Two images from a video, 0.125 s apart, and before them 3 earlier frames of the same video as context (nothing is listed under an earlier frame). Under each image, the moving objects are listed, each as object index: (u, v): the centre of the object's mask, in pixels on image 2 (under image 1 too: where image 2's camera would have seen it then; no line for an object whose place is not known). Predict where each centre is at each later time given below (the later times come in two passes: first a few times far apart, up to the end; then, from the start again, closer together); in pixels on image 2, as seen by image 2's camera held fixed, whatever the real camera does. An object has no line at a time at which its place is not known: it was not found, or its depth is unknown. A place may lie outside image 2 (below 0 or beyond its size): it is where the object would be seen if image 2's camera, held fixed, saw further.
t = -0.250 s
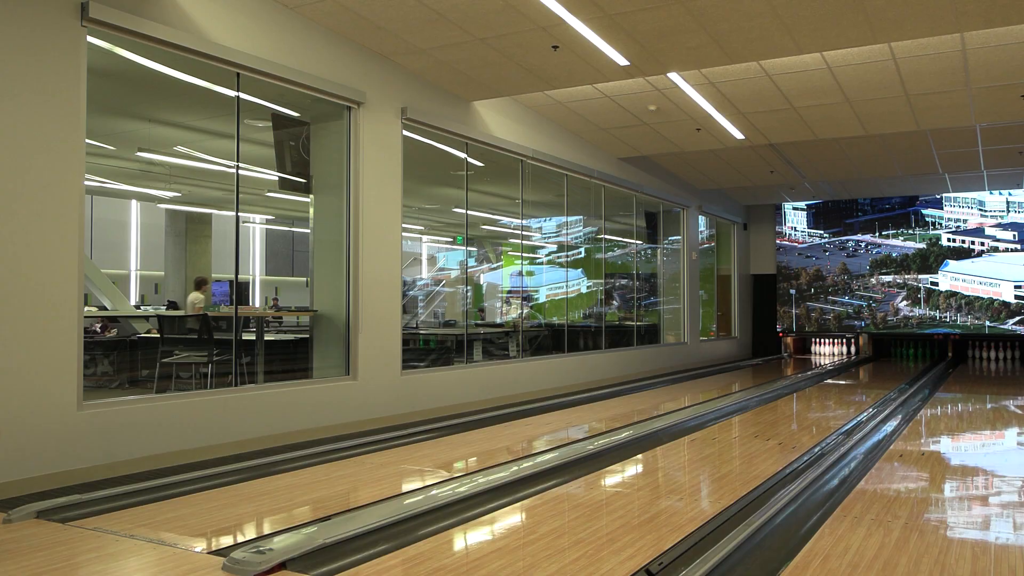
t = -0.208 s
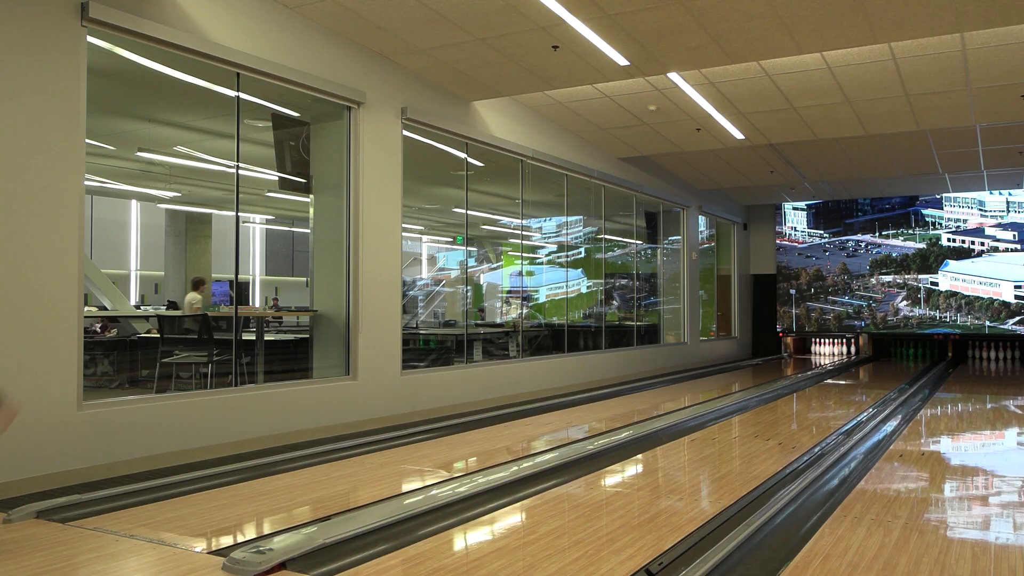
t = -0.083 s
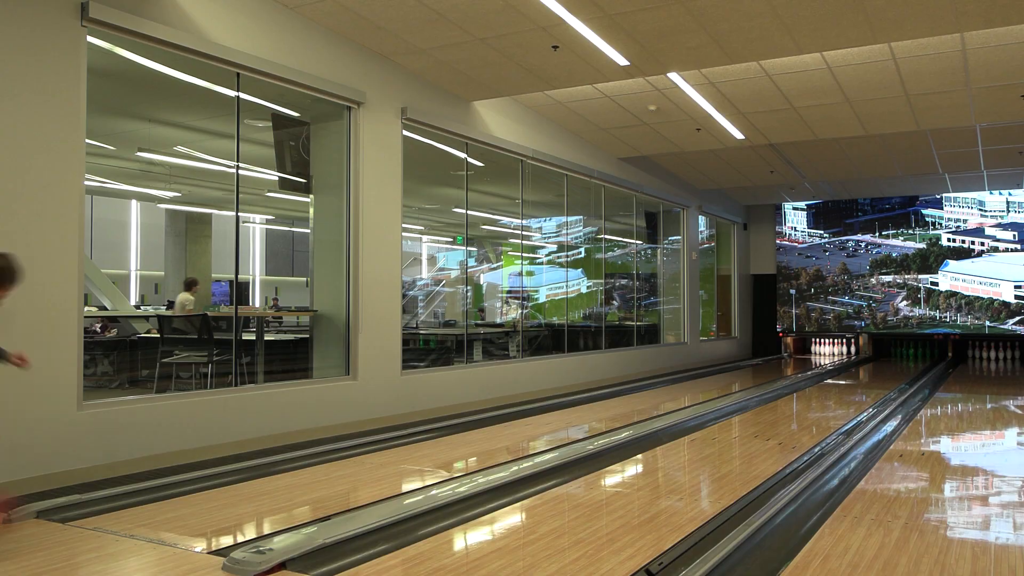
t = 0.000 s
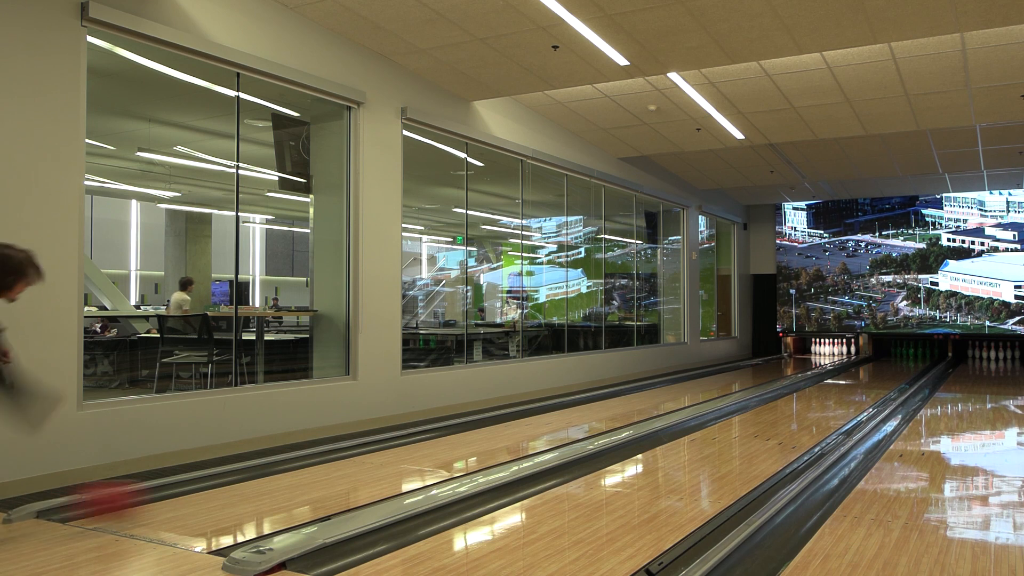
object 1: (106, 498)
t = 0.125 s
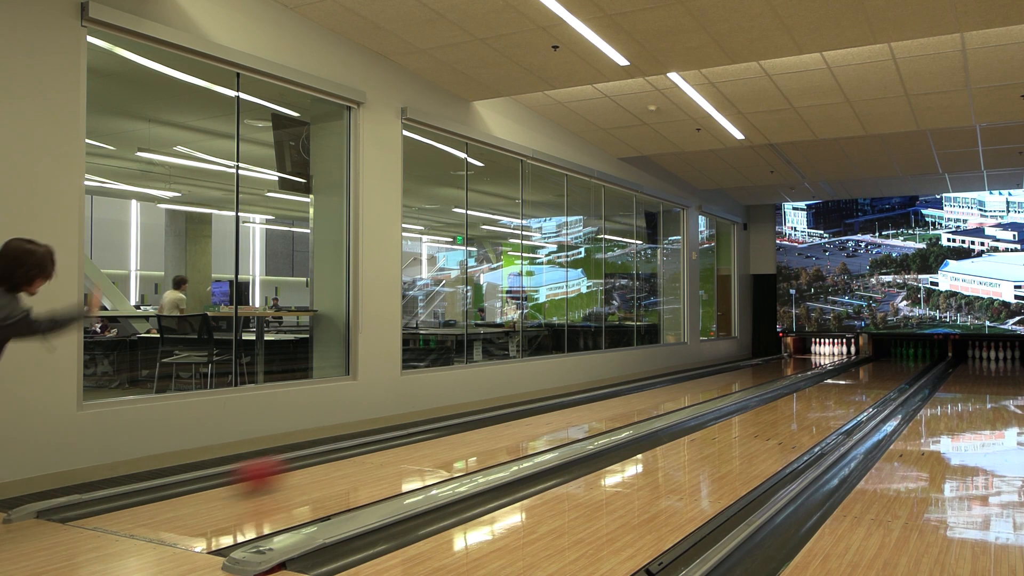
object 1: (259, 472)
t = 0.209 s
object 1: (333, 456)
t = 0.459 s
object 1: (489, 423)
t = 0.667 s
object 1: (572, 404)
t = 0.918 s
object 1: (641, 388)
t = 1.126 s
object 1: (683, 380)
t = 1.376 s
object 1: (721, 371)
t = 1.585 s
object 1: (746, 365)
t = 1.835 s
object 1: (770, 359)
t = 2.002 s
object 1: (783, 356)
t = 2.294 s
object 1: (802, 351)
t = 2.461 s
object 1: (808, 350)
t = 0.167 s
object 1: (297, 464)
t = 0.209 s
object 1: (333, 456)
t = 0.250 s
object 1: (367, 450)
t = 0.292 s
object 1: (396, 443)
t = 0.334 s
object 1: (421, 437)
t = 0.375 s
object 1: (446, 432)
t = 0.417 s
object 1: (469, 427)
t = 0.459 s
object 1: (489, 423)
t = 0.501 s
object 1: (508, 419)
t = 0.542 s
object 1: (526, 414)
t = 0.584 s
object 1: (542, 410)
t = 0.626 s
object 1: (558, 407)
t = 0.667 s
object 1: (572, 404)
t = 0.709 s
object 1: (585, 401)
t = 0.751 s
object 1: (598, 399)
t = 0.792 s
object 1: (610, 396)
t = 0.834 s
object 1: (620, 394)
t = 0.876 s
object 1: (632, 390)
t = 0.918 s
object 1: (641, 388)
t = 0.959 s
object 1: (651, 386)
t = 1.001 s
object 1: (660, 385)
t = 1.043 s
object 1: (667, 383)
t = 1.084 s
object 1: (675, 381)
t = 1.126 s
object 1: (683, 380)
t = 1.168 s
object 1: (690, 378)
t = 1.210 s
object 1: (697, 376)
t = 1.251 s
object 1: (703, 375)
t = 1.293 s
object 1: (709, 373)
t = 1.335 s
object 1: (716, 372)
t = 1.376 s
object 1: (721, 371)
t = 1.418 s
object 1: (726, 370)
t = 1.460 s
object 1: (732, 369)
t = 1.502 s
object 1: (736, 368)
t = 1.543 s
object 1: (741, 366)
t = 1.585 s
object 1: (746, 365)
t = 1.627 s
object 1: (751, 364)
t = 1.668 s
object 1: (755, 363)
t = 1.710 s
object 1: (759, 362)
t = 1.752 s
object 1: (763, 361)
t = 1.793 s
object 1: (766, 360)
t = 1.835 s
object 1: (770, 359)
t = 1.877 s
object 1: (773, 359)
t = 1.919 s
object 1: (776, 358)
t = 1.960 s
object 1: (780, 357)
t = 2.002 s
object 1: (783, 356)
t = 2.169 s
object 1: (793, 354)
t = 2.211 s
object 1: (797, 353)
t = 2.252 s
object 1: (800, 353)
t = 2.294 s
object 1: (802, 351)
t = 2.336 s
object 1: (805, 351)
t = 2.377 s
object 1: (807, 351)
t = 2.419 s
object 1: (808, 351)
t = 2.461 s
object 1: (808, 350)
